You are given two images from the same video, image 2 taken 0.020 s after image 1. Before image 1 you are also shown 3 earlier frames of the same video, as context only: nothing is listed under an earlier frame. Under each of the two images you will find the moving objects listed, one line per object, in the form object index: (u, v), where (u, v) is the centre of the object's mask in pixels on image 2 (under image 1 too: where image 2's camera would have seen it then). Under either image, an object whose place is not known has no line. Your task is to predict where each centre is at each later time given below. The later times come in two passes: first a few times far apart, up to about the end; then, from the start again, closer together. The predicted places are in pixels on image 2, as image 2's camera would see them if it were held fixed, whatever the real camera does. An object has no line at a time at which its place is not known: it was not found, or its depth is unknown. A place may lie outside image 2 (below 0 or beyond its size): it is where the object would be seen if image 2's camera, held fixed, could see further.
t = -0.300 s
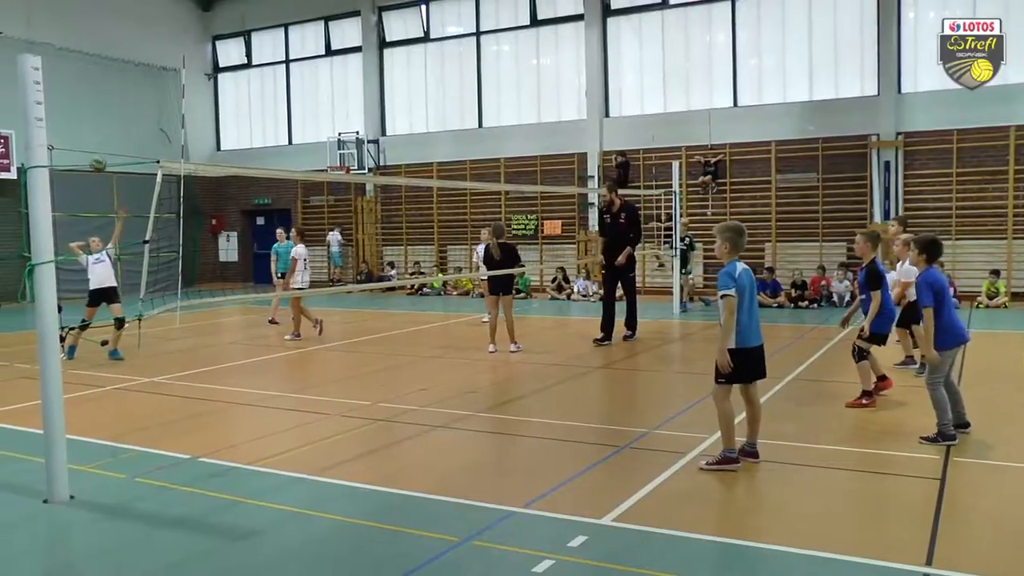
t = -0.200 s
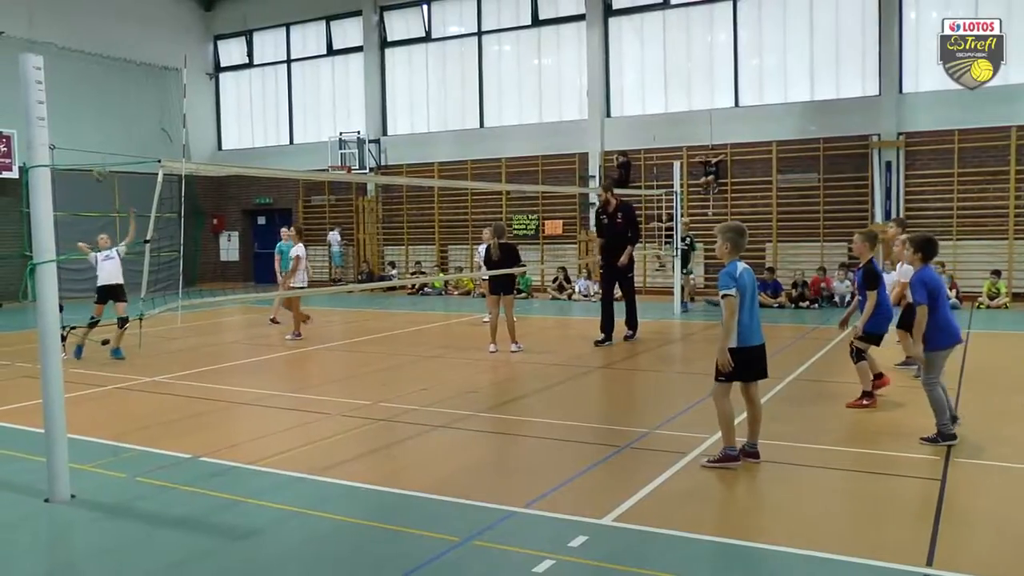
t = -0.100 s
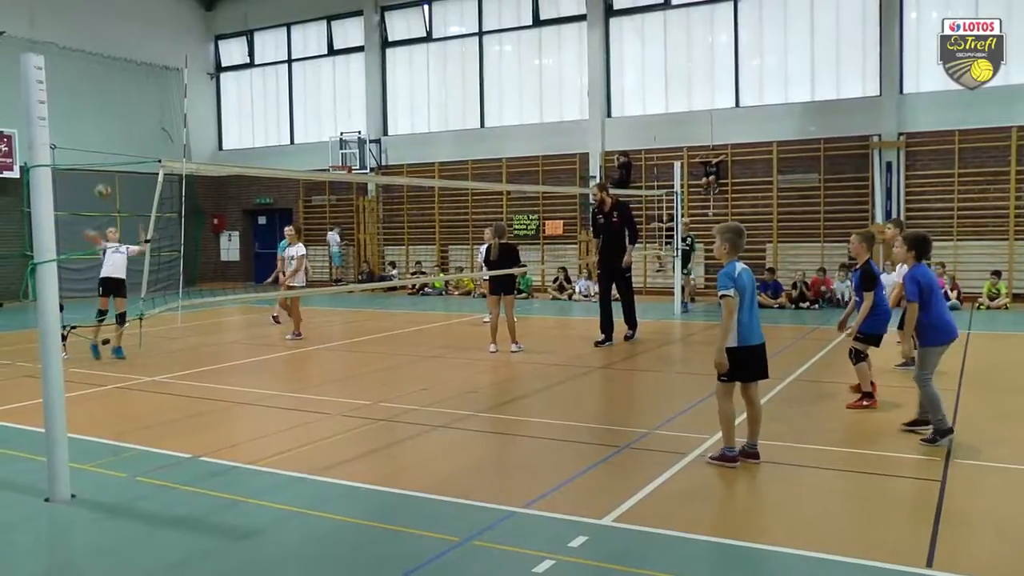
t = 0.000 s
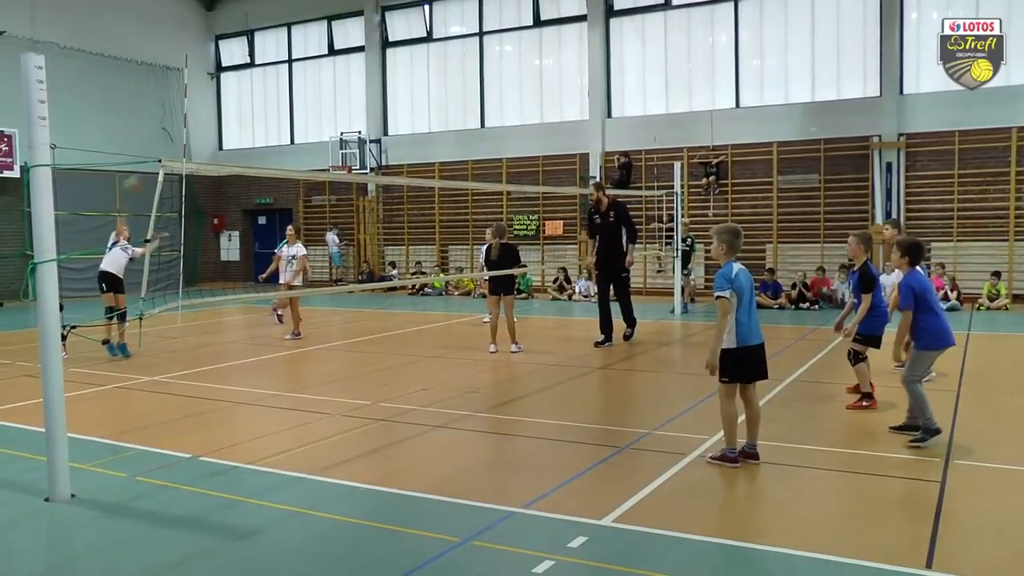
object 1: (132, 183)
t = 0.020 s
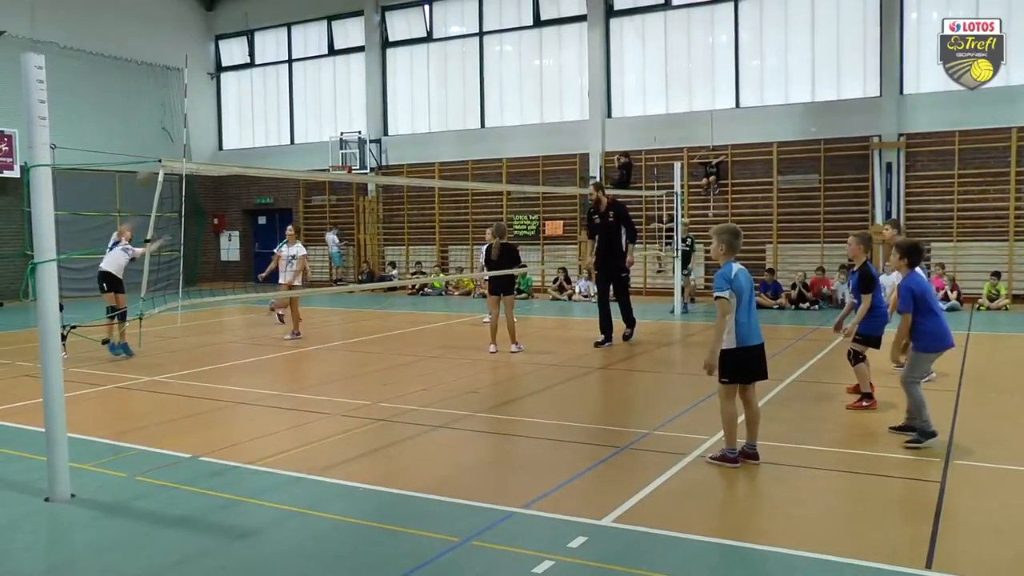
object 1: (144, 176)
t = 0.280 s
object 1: (314, 98)
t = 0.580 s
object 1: (512, 82)
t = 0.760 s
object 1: (630, 113)
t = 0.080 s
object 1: (186, 153)
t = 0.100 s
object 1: (197, 146)
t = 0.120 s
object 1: (210, 139)
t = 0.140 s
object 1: (222, 133)
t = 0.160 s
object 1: (235, 127)
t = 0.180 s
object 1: (248, 121)
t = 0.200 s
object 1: (260, 116)
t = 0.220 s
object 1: (273, 111)
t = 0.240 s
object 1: (286, 106)
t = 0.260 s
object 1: (300, 102)
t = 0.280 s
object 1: (314, 98)
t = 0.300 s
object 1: (326, 94)
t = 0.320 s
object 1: (339, 91)
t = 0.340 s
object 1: (352, 88)
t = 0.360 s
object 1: (366, 87)
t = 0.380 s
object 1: (379, 84)
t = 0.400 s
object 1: (392, 82)
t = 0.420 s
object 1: (405, 80)
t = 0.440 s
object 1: (419, 79)
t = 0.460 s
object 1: (432, 79)
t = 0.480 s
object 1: (445, 79)
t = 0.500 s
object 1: (459, 79)
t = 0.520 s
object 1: (472, 79)
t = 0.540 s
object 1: (485, 79)
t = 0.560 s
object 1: (499, 80)
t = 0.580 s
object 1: (512, 82)
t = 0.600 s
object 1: (525, 84)
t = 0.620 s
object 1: (539, 86)
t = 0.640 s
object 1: (552, 89)
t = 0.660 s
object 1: (565, 92)
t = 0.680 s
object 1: (578, 95)
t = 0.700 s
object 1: (592, 99)
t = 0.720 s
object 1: (604, 104)
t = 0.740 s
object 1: (617, 108)
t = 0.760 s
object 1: (630, 113)
